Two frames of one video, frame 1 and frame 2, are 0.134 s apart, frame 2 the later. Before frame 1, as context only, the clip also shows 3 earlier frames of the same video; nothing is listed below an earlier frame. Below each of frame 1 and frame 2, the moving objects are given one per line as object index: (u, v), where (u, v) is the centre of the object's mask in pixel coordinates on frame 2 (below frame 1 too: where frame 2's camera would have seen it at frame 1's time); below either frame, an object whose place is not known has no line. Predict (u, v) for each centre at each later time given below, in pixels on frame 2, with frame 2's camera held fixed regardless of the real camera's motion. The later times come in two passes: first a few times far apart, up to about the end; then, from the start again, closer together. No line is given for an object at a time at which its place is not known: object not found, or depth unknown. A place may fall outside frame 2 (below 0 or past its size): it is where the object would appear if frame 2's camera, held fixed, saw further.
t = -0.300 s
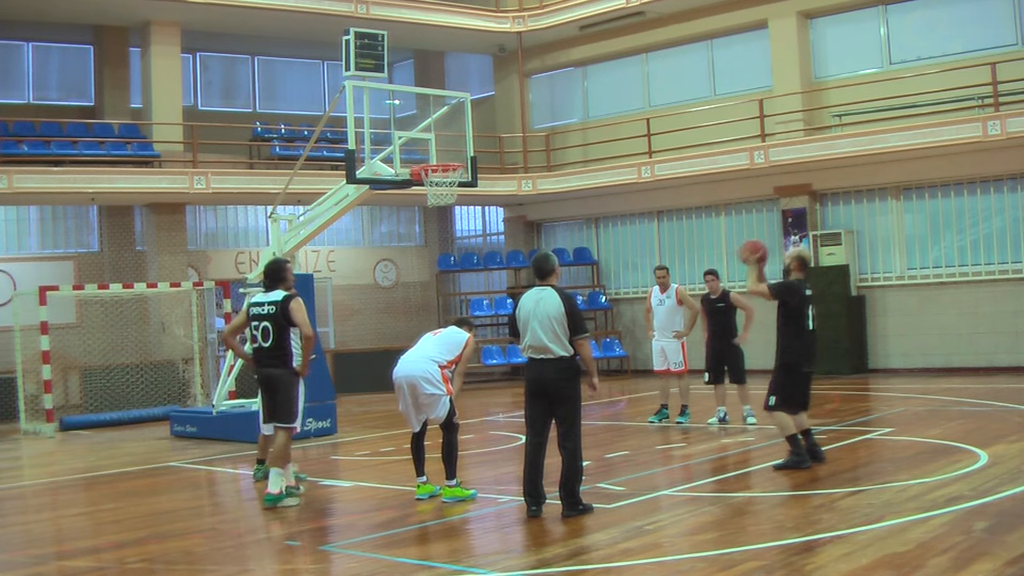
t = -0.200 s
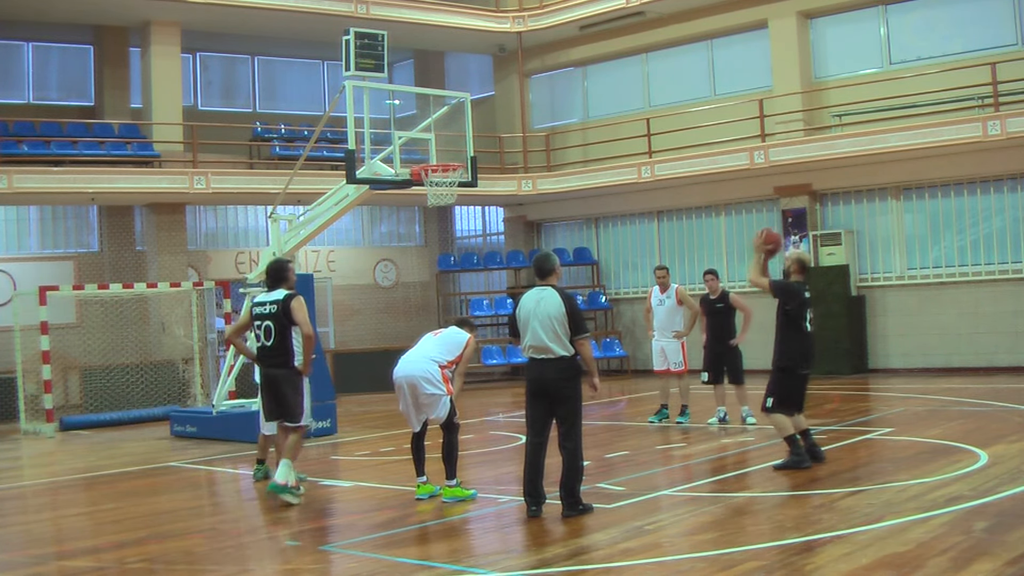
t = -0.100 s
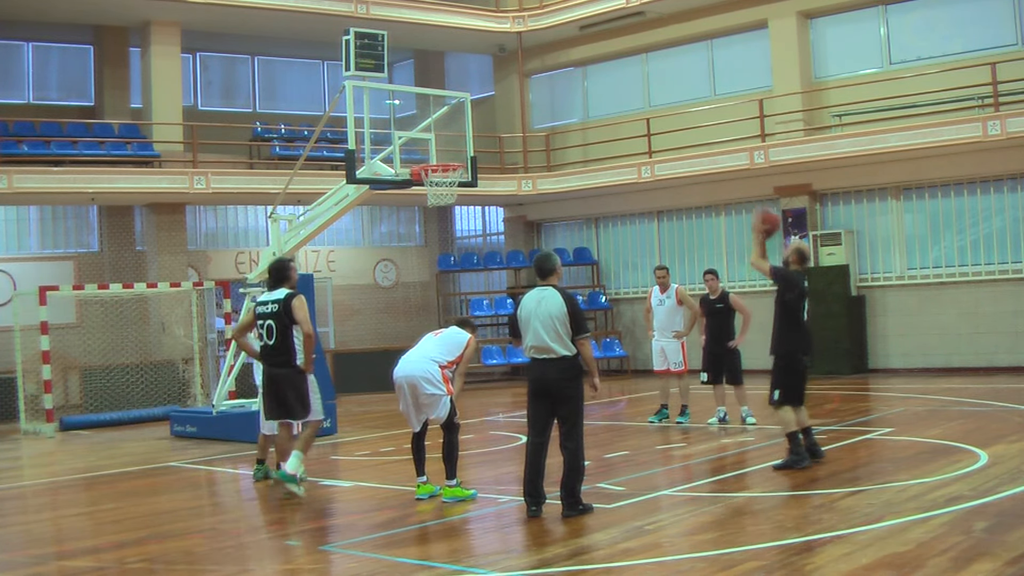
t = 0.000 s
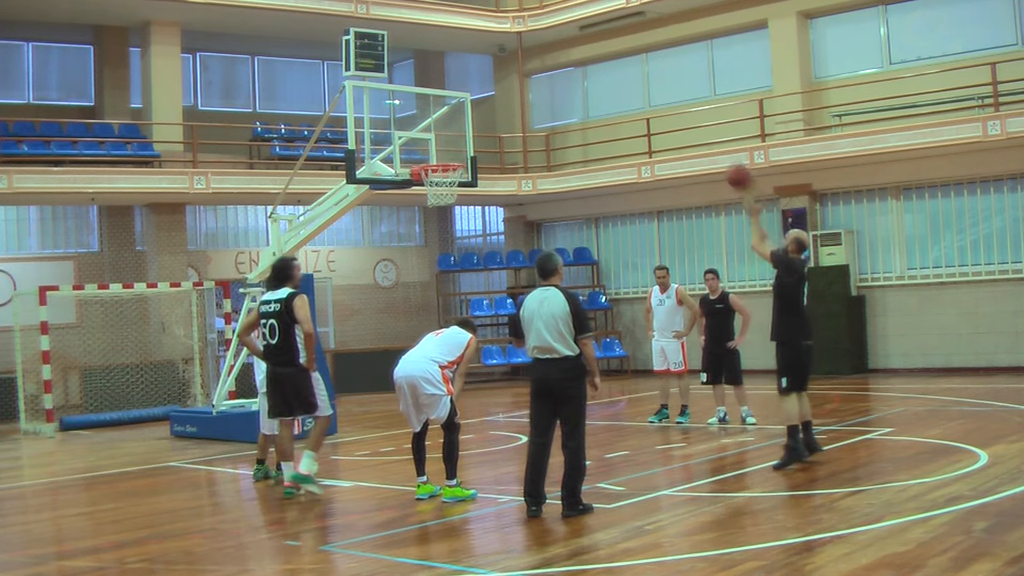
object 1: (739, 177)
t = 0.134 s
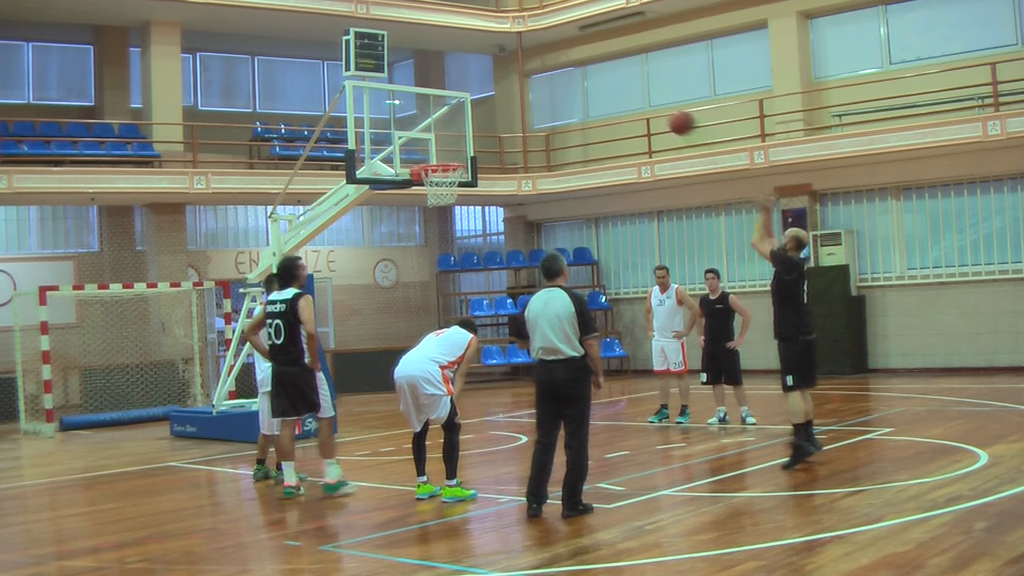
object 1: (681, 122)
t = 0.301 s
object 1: (616, 86)
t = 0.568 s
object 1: (528, 89)
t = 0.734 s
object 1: (479, 124)
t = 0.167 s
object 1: (667, 113)
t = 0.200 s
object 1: (654, 104)
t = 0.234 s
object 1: (641, 97)
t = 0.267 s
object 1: (628, 91)
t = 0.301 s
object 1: (616, 86)
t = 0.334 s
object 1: (604, 83)
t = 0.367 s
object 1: (592, 81)
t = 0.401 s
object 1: (580, 79)
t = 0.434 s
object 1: (570, 79)
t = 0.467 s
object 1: (559, 80)
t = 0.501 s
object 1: (548, 82)
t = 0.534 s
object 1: (538, 85)
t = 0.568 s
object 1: (528, 89)
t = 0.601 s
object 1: (518, 94)
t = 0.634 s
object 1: (508, 100)
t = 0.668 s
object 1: (498, 108)
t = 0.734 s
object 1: (479, 124)
